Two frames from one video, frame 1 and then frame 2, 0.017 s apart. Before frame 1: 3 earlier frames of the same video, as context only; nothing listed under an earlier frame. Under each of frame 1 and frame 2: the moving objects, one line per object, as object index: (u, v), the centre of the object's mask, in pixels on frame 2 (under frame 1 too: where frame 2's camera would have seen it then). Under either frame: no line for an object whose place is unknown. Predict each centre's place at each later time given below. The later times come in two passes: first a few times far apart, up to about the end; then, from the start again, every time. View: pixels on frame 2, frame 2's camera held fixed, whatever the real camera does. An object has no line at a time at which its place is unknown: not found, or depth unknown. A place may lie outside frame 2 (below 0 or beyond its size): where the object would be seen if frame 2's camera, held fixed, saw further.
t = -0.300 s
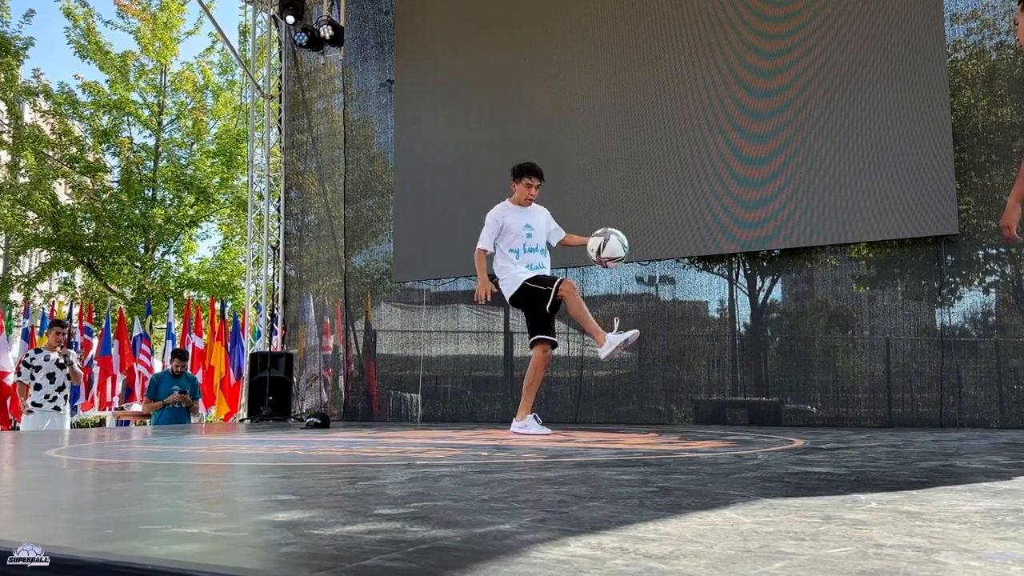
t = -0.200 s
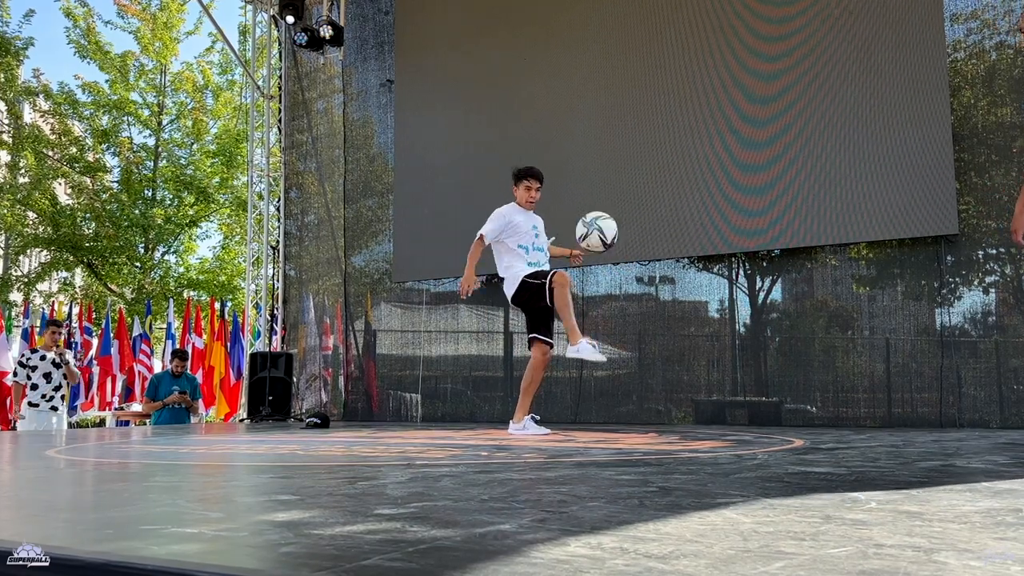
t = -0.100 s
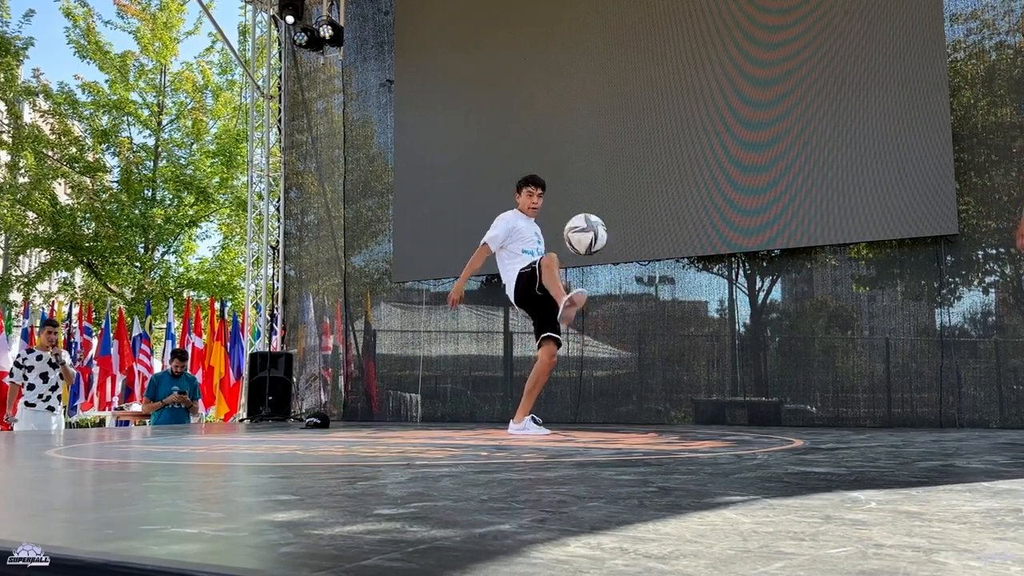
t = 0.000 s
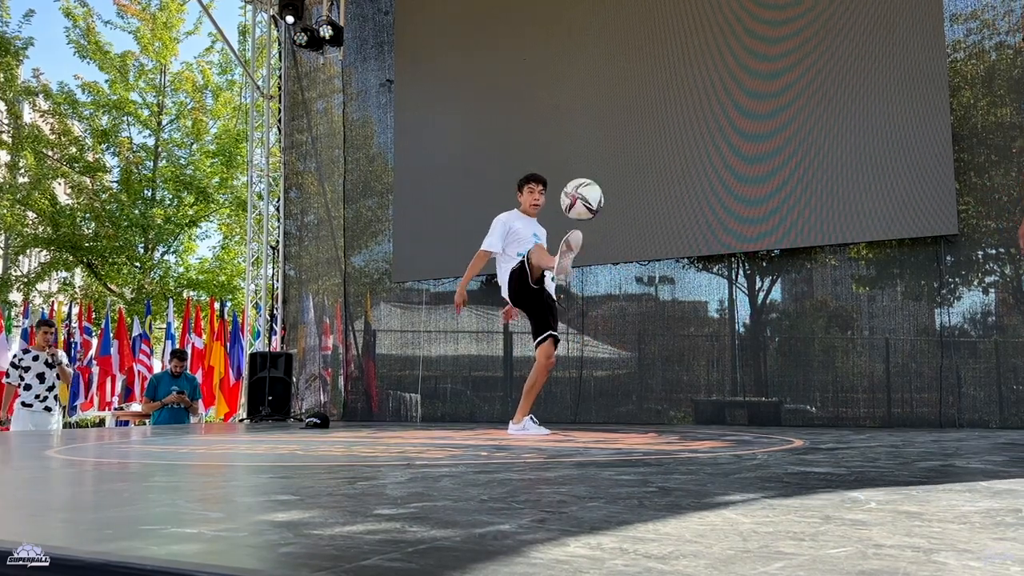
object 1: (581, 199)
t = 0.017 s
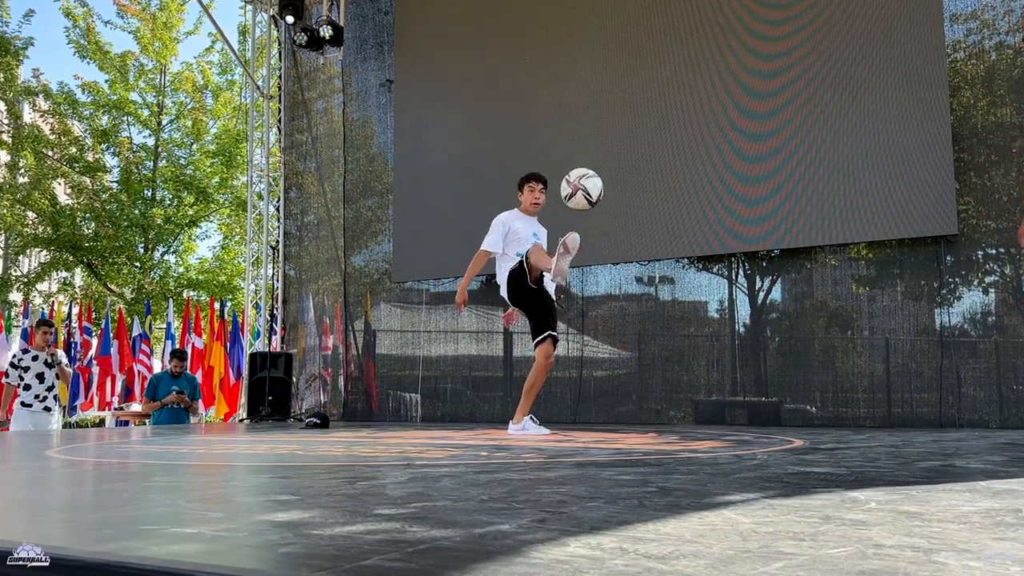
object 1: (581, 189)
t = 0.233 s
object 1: (582, 108)
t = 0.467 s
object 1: (582, 118)
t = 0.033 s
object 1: (581, 179)
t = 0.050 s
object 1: (582, 170)
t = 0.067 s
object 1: (582, 162)
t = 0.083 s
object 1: (582, 154)
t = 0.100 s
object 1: (582, 147)
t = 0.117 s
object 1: (582, 140)
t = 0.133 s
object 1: (582, 134)
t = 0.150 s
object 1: (582, 128)
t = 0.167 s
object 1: (582, 123)
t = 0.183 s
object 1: (582, 119)
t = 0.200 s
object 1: (582, 115)
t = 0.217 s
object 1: (582, 111)
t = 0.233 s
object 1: (582, 108)
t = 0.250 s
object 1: (582, 106)
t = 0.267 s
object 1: (582, 104)
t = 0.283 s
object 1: (582, 102)
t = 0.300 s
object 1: (582, 101)
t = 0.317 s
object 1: (582, 101)
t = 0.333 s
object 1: (582, 101)
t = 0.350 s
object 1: (582, 102)
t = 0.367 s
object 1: (582, 103)
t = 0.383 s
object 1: (582, 104)
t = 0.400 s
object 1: (582, 106)
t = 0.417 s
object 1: (582, 108)
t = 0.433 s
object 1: (582, 111)
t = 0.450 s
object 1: (582, 114)
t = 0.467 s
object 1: (582, 118)
